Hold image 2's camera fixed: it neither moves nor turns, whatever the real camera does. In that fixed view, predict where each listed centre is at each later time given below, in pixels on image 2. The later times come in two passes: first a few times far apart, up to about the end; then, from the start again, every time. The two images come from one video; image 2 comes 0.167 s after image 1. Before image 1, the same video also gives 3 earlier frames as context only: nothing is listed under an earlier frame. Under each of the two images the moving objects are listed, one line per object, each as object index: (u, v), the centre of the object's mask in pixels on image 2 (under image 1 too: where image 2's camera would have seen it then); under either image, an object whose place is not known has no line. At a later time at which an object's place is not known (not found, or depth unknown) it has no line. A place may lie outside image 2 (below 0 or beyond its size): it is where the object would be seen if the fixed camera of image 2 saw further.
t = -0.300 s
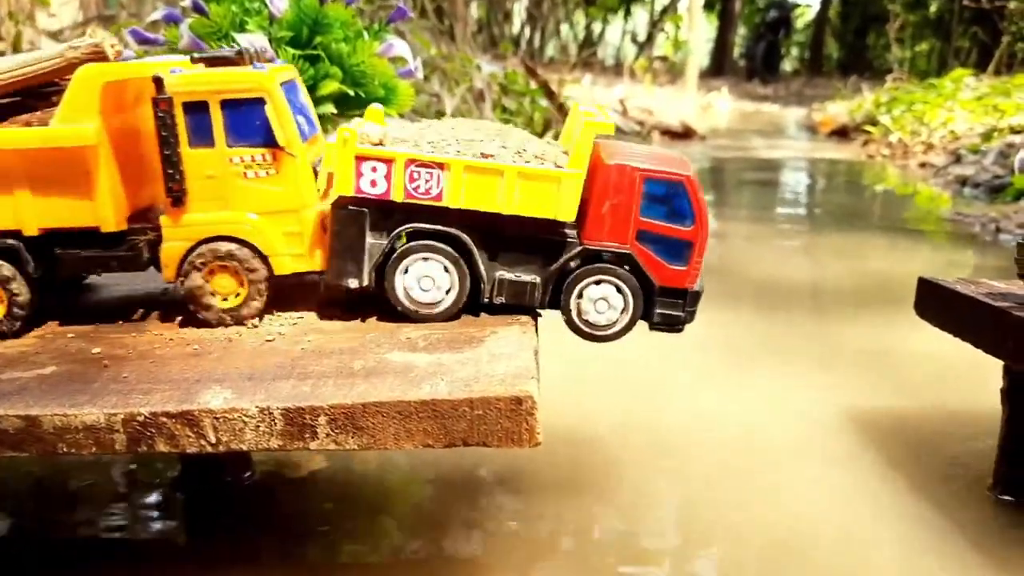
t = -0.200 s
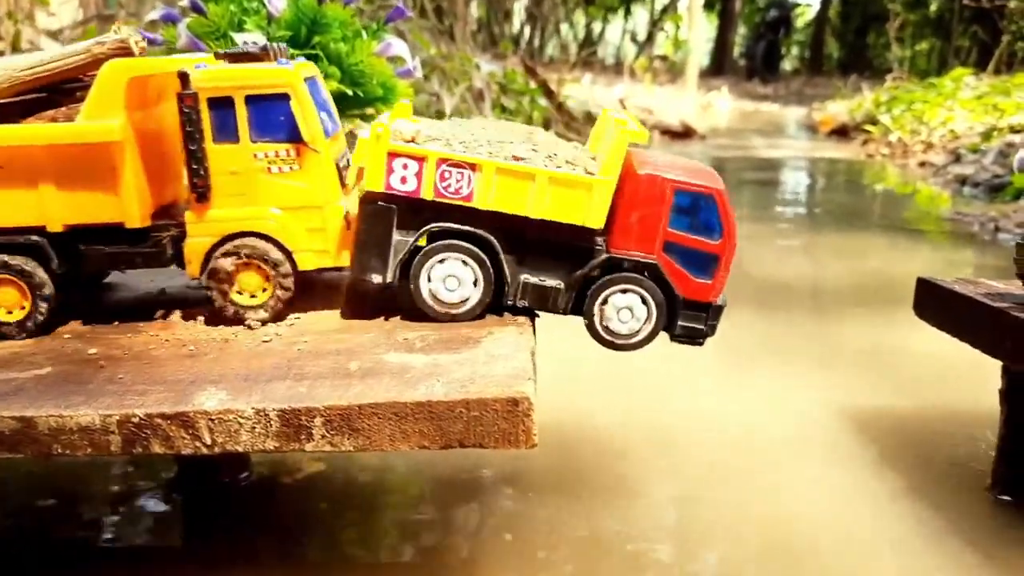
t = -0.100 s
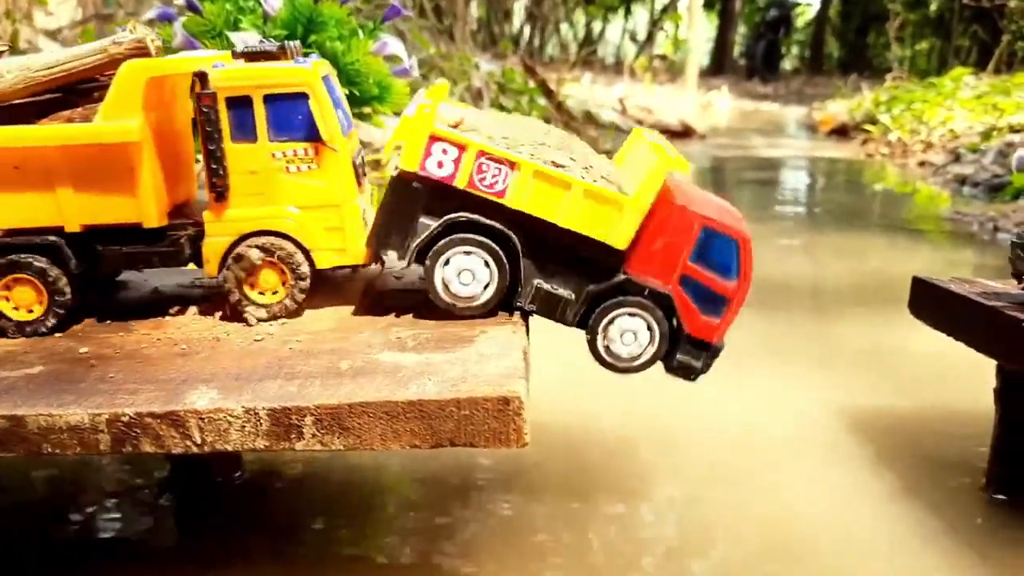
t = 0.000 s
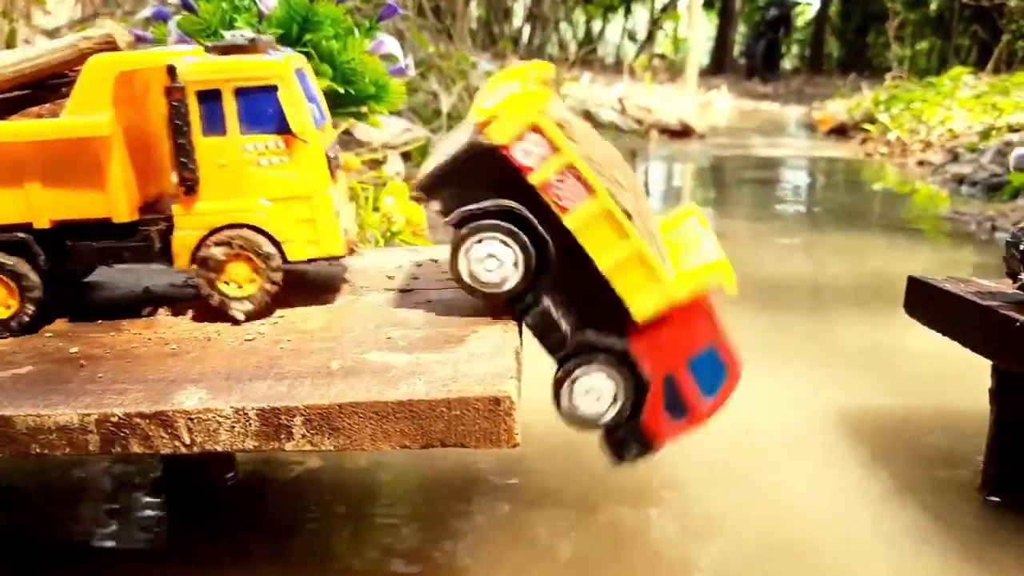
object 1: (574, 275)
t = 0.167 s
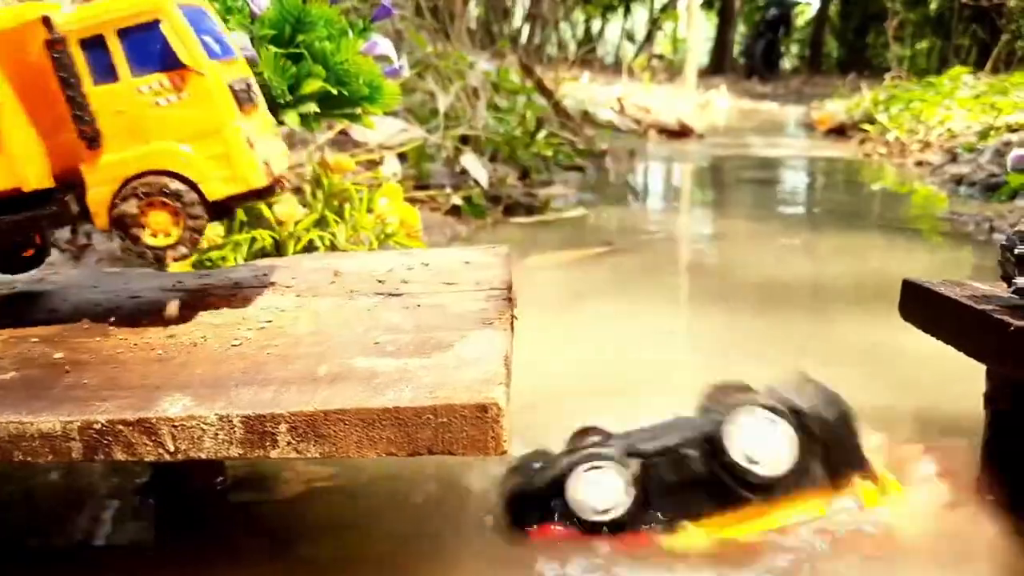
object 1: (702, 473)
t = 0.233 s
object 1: (738, 486)
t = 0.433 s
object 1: (760, 467)
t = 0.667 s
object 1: (749, 467)
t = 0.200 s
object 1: (717, 483)
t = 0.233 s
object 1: (738, 486)
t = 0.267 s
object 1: (743, 480)
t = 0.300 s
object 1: (750, 478)
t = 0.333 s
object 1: (752, 472)
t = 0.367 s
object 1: (757, 468)
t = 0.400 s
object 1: (760, 469)
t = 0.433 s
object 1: (760, 467)
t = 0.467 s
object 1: (763, 475)
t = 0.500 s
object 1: (751, 464)
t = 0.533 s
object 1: (747, 463)
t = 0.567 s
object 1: (746, 463)
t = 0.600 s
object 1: (742, 460)
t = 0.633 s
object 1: (738, 457)
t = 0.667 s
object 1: (749, 467)
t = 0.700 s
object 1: (748, 464)
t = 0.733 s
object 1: (748, 459)
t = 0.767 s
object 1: (749, 458)
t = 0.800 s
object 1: (725, 434)
